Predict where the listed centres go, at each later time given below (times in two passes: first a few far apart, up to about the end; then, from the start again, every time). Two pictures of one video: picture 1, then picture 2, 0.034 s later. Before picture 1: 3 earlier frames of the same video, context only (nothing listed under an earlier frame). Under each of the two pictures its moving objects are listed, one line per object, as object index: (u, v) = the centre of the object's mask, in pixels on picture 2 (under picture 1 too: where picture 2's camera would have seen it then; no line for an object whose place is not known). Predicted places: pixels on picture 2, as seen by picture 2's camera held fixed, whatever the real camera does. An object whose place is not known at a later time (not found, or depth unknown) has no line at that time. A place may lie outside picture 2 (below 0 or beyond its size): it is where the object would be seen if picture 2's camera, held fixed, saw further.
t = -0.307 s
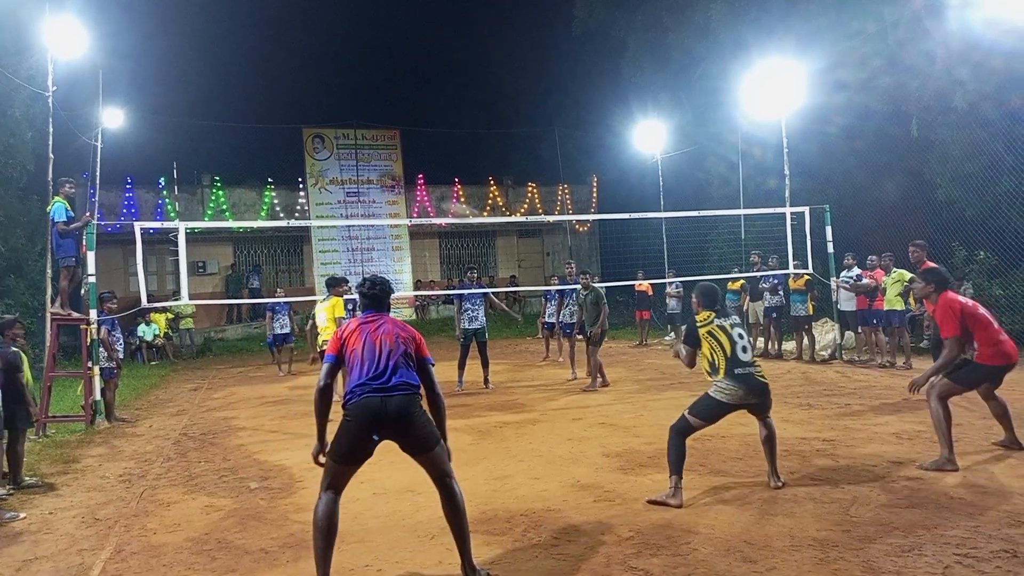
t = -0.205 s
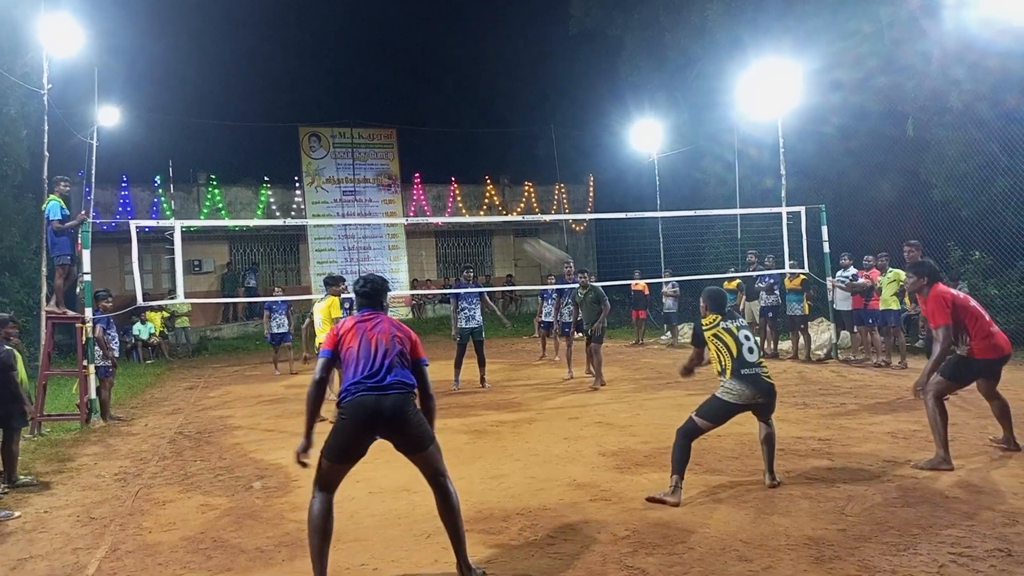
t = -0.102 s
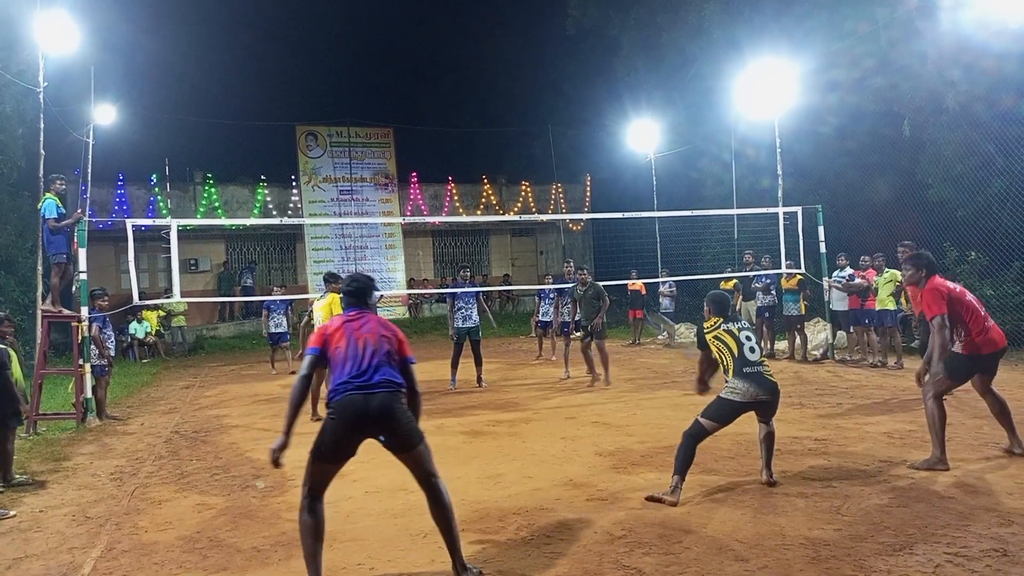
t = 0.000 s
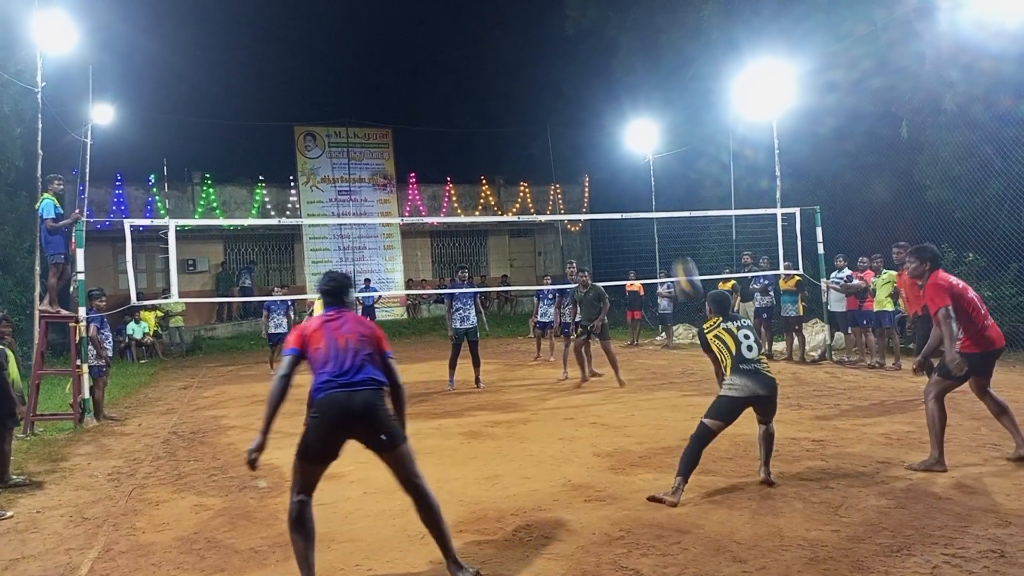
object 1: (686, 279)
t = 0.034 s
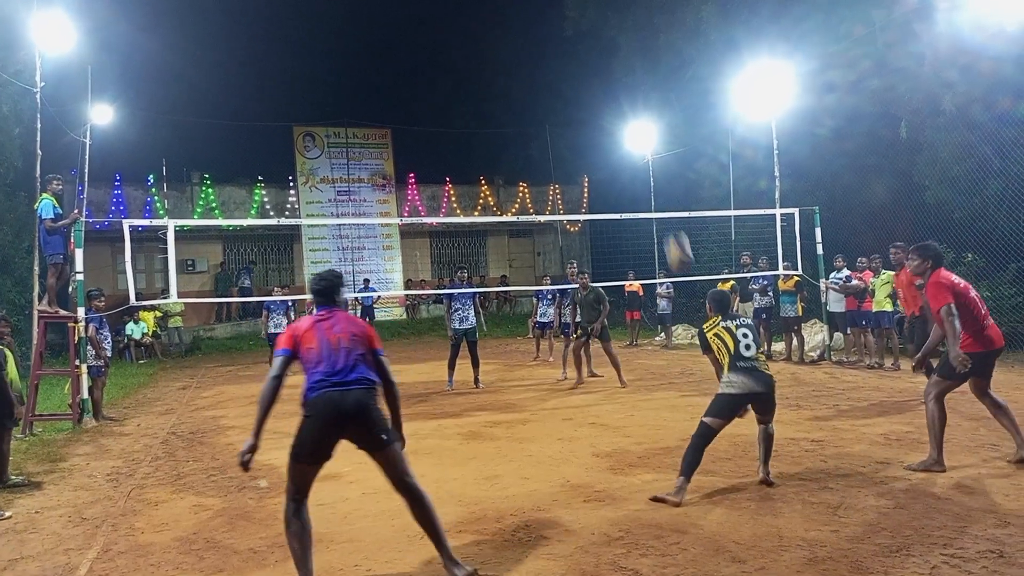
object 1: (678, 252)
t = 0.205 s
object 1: (658, 144)
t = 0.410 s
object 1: (624, 65)
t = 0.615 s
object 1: (609, 47)
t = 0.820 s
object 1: (598, 62)
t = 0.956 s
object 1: (594, 89)
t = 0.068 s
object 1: (672, 227)
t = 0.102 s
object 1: (666, 198)
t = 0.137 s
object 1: (662, 179)
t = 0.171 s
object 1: (657, 160)
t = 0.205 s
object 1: (658, 144)
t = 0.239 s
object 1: (650, 124)
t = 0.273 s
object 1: (642, 110)
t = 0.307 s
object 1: (638, 99)
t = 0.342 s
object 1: (634, 89)
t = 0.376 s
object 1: (627, 70)
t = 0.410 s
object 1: (624, 65)
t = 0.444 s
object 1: (621, 58)
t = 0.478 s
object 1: (618, 54)
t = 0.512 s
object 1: (616, 50)
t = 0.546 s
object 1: (614, 48)
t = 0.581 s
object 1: (611, 47)
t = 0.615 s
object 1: (609, 47)
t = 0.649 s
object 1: (607, 47)
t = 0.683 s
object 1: (605, 48)
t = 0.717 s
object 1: (603, 50)
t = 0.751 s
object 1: (601, 54)
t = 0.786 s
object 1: (600, 58)
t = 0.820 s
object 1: (598, 62)
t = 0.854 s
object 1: (597, 68)
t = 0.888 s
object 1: (596, 74)
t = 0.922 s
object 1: (594, 81)
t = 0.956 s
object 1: (594, 89)
